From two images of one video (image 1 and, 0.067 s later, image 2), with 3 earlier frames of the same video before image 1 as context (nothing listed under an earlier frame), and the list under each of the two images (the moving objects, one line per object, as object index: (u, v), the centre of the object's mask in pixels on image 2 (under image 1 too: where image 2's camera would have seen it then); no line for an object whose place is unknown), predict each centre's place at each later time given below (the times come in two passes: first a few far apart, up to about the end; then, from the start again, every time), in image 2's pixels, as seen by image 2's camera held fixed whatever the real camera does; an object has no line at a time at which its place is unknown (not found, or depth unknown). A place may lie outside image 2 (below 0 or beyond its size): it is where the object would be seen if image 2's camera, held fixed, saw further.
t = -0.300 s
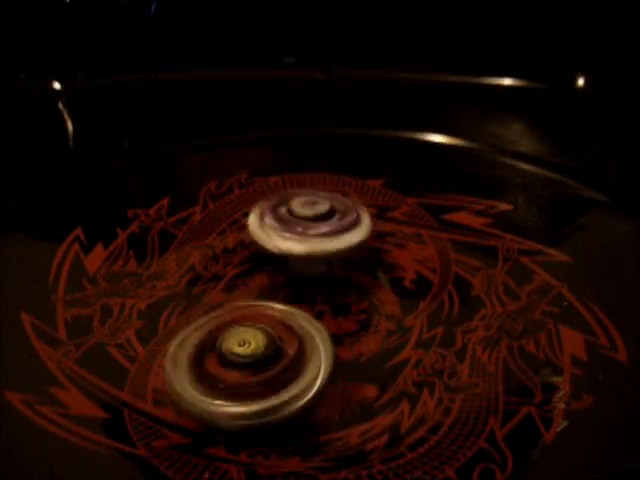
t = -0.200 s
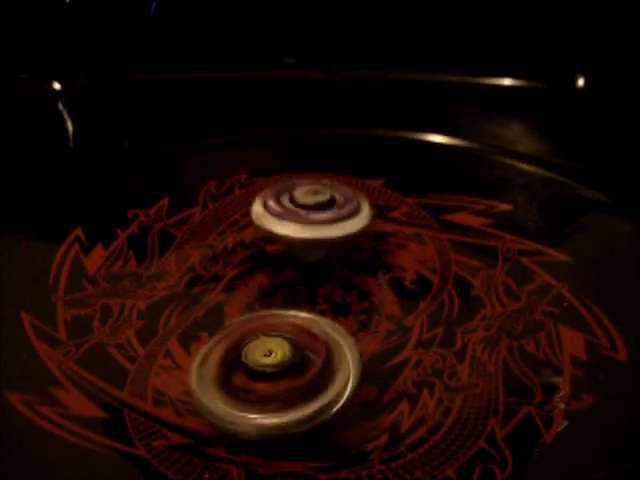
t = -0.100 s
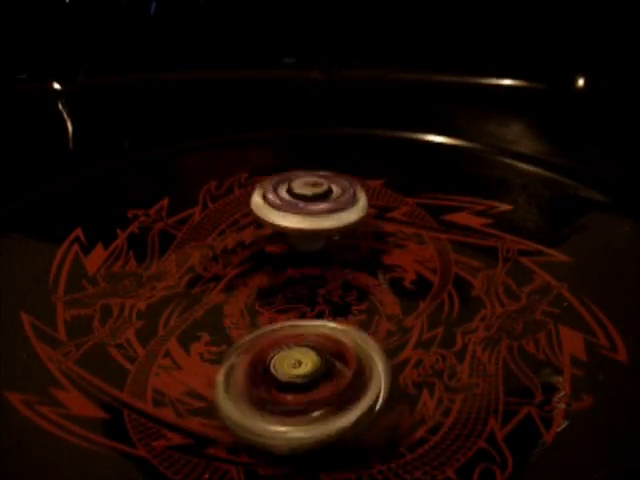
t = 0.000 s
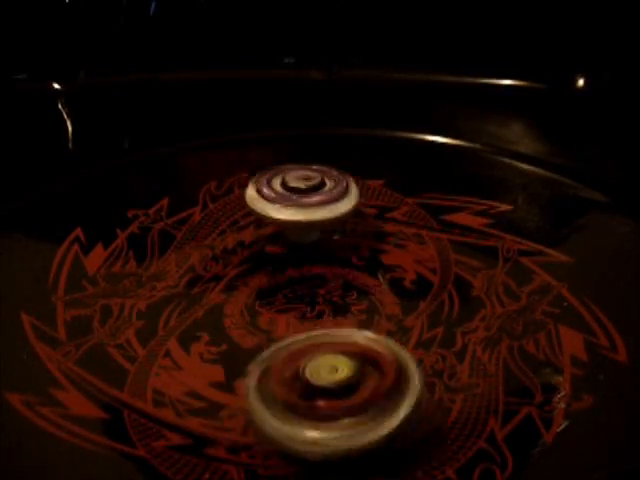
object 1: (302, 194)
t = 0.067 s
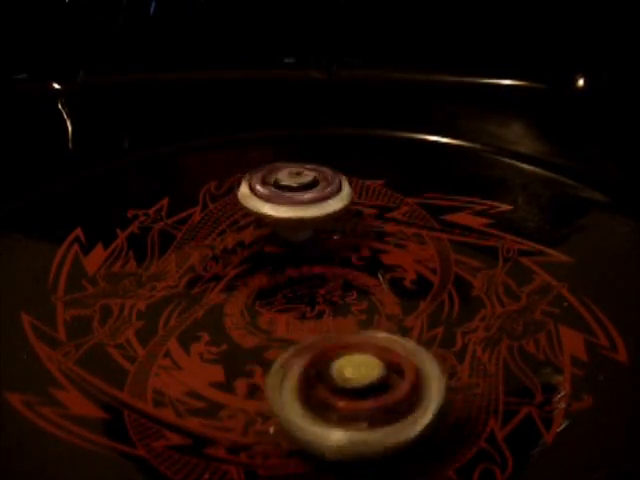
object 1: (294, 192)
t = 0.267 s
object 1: (277, 199)
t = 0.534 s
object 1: (282, 222)
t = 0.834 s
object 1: (304, 263)
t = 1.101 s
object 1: (282, 197)
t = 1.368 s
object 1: (339, 219)
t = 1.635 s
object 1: (374, 264)
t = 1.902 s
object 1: (450, 288)
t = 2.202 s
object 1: (499, 285)
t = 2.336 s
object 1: (459, 290)
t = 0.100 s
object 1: (290, 193)
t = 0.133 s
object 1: (287, 193)
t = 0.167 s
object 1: (283, 195)
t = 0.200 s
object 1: (281, 196)
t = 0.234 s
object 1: (278, 198)
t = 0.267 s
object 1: (277, 199)
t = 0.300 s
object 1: (276, 201)
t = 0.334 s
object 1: (275, 203)
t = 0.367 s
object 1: (277, 208)
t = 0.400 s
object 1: (276, 210)
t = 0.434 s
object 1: (277, 213)
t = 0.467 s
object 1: (279, 215)
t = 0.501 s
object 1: (280, 219)
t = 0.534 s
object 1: (282, 222)
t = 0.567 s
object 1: (285, 225)
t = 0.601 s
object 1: (286, 229)
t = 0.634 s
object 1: (290, 232)
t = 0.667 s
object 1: (294, 237)
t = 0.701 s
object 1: (298, 241)
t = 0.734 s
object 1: (303, 245)
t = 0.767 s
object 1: (307, 249)
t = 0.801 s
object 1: (307, 250)
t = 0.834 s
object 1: (304, 263)
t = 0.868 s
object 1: (300, 255)
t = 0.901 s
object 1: (294, 244)
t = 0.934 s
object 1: (285, 238)
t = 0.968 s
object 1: (286, 227)
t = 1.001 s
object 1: (282, 217)
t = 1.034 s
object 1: (280, 209)
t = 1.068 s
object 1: (279, 203)
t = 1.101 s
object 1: (282, 197)
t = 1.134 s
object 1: (286, 196)
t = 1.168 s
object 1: (290, 198)
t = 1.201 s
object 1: (294, 200)
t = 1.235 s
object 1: (301, 204)
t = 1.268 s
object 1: (308, 207)
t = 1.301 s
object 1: (317, 212)
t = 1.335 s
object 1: (329, 216)
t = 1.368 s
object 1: (339, 219)
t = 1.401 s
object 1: (352, 229)
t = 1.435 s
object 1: (359, 228)
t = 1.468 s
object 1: (364, 237)
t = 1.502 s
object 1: (374, 239)
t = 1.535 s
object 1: (373, 246)
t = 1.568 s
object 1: (373, 250)
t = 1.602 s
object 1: (377, 274)
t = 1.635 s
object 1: (374, 264)
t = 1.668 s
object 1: (375, 271)
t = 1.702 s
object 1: (373, 278)
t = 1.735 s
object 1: (373, 279)
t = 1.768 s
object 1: (377, 283)
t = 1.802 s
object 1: (389, 287)
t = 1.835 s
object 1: (411, 289)
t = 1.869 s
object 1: (430, 287)
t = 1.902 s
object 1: (450, 288)
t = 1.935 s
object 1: (468, 288)
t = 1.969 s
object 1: (481, 286)
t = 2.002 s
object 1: (495, 283)
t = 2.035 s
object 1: (504, 281)
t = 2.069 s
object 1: (512, 282)
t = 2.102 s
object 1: (516, 282)
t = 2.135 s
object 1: (515, 282)
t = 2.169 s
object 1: (510, 282)
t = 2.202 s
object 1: (499, 285)
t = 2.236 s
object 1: (490, 285)
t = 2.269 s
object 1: (480, 287)
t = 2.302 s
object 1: (467, 291)
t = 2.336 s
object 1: (459, 290)
